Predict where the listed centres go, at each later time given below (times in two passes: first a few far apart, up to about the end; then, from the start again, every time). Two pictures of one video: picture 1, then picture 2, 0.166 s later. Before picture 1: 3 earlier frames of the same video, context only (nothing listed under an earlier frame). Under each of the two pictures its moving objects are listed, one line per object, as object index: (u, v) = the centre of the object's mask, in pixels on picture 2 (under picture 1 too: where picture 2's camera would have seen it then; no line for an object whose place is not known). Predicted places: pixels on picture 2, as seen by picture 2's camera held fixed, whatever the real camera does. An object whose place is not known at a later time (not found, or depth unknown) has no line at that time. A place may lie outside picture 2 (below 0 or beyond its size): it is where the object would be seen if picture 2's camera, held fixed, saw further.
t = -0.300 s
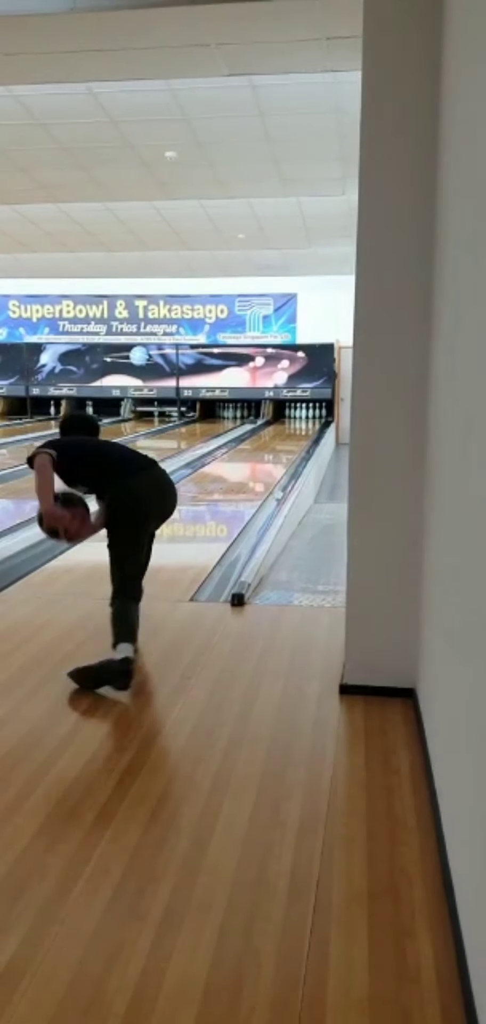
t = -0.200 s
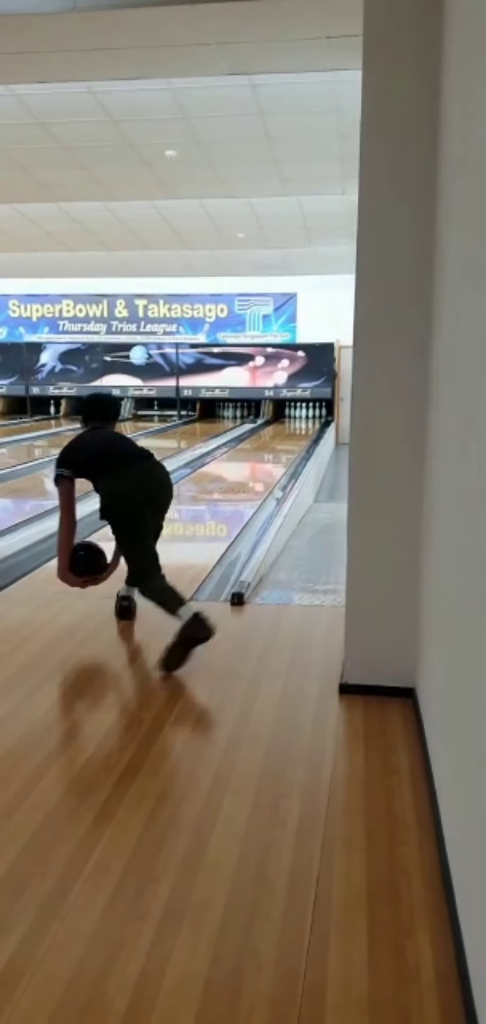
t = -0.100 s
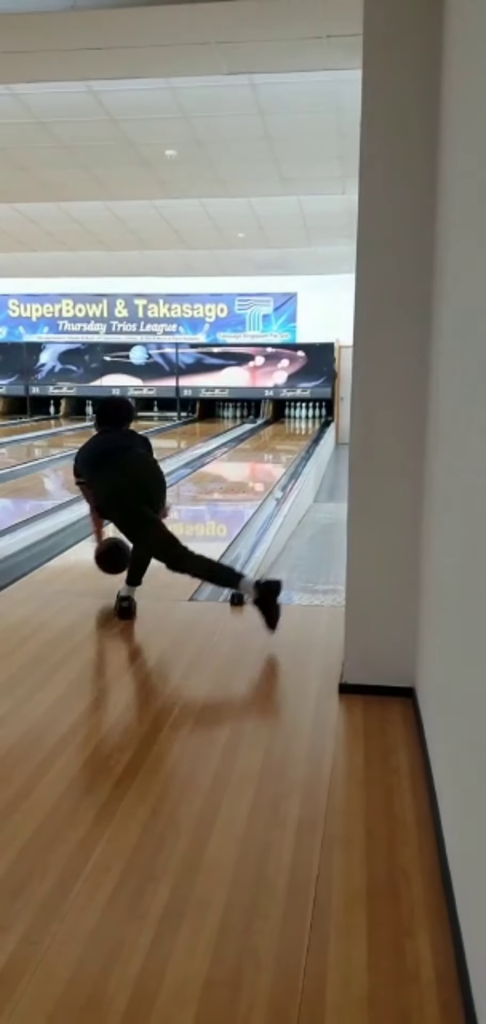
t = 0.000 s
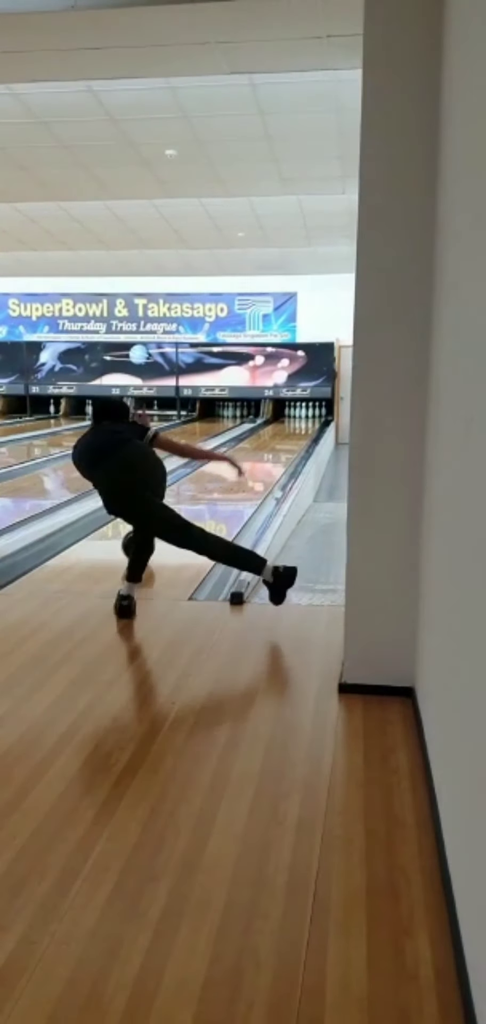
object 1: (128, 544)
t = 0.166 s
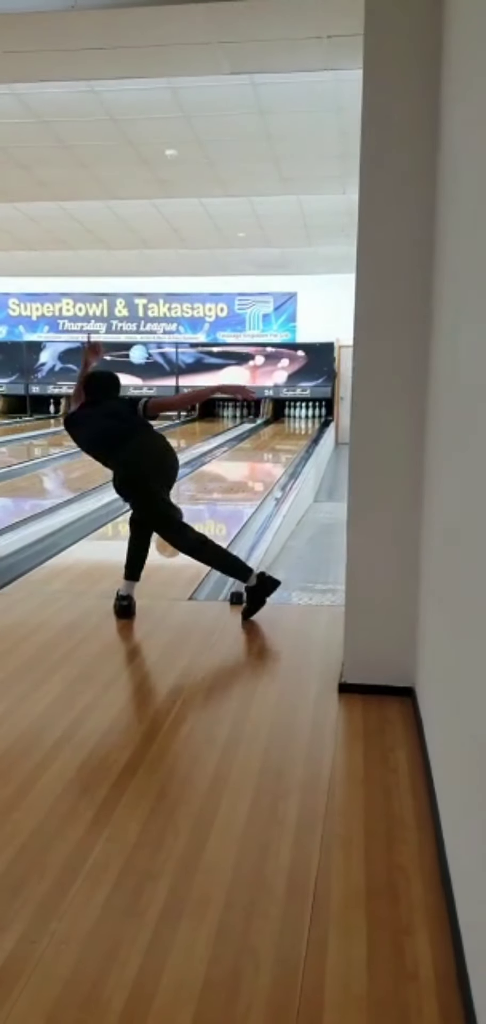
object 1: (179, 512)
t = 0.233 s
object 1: (183, 506)
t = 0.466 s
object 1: (205, 484)
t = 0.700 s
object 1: (225, 467)
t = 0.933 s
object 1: (239, 454)
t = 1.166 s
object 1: (251, 445)
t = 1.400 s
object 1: (260, 437)
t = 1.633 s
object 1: (268, 431)
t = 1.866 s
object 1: (274, 425)
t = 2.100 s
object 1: (281, 421)
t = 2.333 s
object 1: (288, 417)
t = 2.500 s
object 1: (294, 415)
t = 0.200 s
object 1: (181, 509)
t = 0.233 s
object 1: (183, 506)
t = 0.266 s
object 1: (186, 503)
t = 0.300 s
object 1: (188, 500)
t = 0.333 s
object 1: (191, 497)
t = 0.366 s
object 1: (195, 493)
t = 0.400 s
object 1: (199, 490)
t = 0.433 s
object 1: (202, 487)
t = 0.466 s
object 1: (205, 484)
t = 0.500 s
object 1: (209, 481)
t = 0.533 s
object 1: (212, 479)
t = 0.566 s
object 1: (215, 476)
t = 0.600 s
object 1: (218, 474)
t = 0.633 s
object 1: (220, 472)
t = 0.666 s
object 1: (223, 469)
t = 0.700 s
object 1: (225, 467)
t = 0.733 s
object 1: (227, 465)
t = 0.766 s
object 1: (229, 463)
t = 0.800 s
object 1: (232, 461)
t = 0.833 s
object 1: (234, 459)
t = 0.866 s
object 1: (235, 458)
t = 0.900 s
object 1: (237, 456)
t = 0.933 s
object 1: (239, 454)
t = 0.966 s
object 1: (241, 453)
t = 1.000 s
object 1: (243, 452)
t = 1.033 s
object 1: (244, 450)
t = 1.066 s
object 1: (246, 449)
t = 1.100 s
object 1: (248, 447)
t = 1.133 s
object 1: (249, 446)
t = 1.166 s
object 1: (251, 445)
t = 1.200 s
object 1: (252, 444)
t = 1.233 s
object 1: (254, 443)
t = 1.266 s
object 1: (255, 442)
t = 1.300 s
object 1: (256, 441)
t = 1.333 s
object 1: (257, 439)
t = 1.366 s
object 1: (258, 438)
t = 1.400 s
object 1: (260, 437)
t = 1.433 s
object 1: (261, 436)
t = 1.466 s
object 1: (262, 435)
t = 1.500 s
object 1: (263, 434)
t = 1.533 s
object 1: (264, 433)
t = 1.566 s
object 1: (265, 432)
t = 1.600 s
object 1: (267, 431)
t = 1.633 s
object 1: (268, 431)
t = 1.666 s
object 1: (268, 430)
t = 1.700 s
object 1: (269, 429)
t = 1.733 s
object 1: (271, 428)
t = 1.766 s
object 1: (271, 427)
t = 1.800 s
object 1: (272, 426)
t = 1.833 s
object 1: (273, 426)
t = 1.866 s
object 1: (274, 425)
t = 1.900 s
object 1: (275, 424)
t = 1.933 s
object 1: (276, 424)
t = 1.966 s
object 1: (277, 423)
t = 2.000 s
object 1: (278, 423)
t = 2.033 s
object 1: (279, 422)
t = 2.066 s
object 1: (280, 421)
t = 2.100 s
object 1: (281, 421)
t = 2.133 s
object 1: (282, 420)
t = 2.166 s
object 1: (283, 420)
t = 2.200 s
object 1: (284, 419)
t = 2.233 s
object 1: (285, 419)
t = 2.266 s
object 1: (285, 419)
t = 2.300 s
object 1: (286, 418)
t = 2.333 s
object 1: (288, 417)
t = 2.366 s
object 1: (290, 417)
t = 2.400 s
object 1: (290, 417)
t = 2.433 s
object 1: (291, 416)
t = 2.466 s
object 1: (292, 415)
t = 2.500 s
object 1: (294, 415)
